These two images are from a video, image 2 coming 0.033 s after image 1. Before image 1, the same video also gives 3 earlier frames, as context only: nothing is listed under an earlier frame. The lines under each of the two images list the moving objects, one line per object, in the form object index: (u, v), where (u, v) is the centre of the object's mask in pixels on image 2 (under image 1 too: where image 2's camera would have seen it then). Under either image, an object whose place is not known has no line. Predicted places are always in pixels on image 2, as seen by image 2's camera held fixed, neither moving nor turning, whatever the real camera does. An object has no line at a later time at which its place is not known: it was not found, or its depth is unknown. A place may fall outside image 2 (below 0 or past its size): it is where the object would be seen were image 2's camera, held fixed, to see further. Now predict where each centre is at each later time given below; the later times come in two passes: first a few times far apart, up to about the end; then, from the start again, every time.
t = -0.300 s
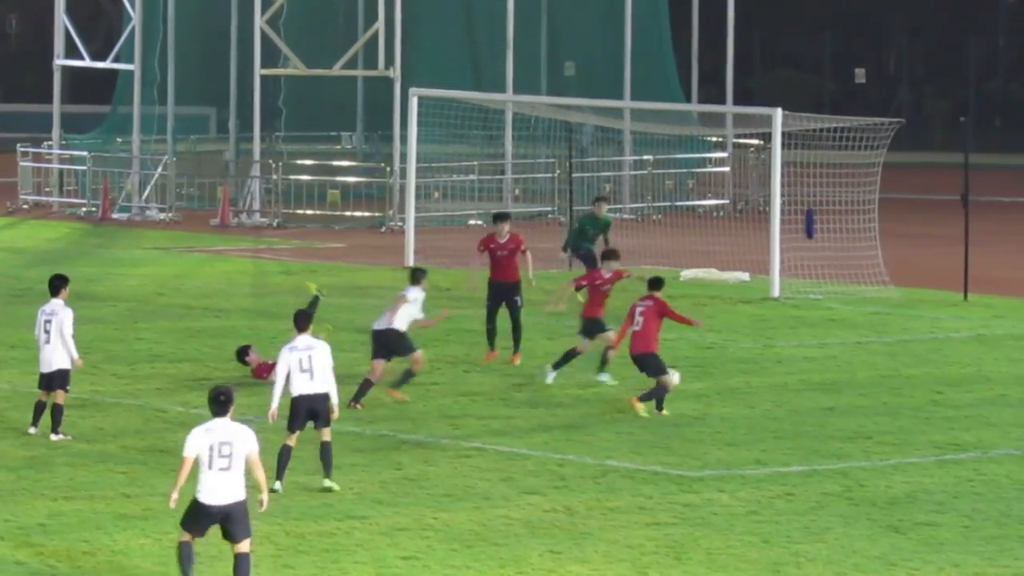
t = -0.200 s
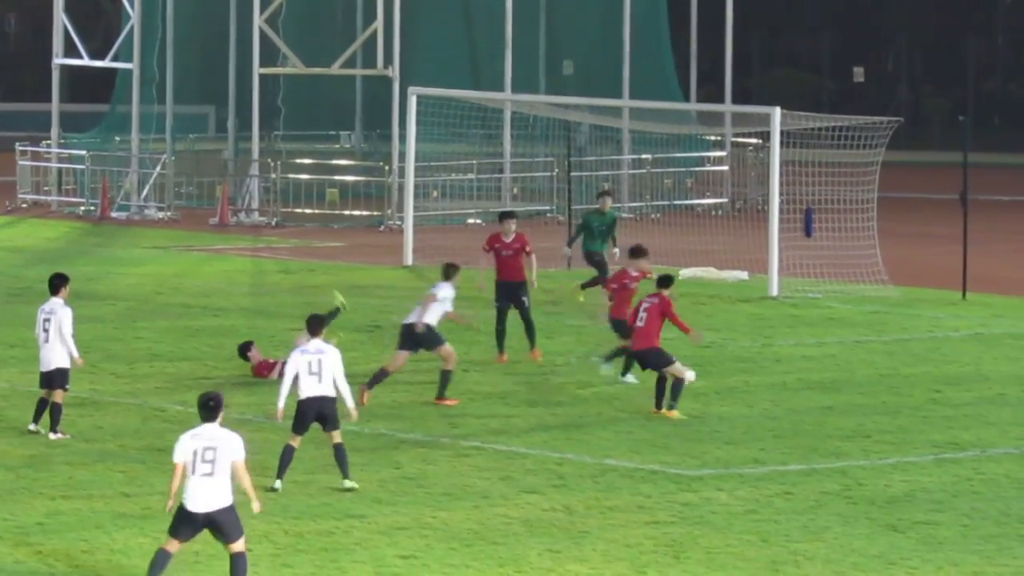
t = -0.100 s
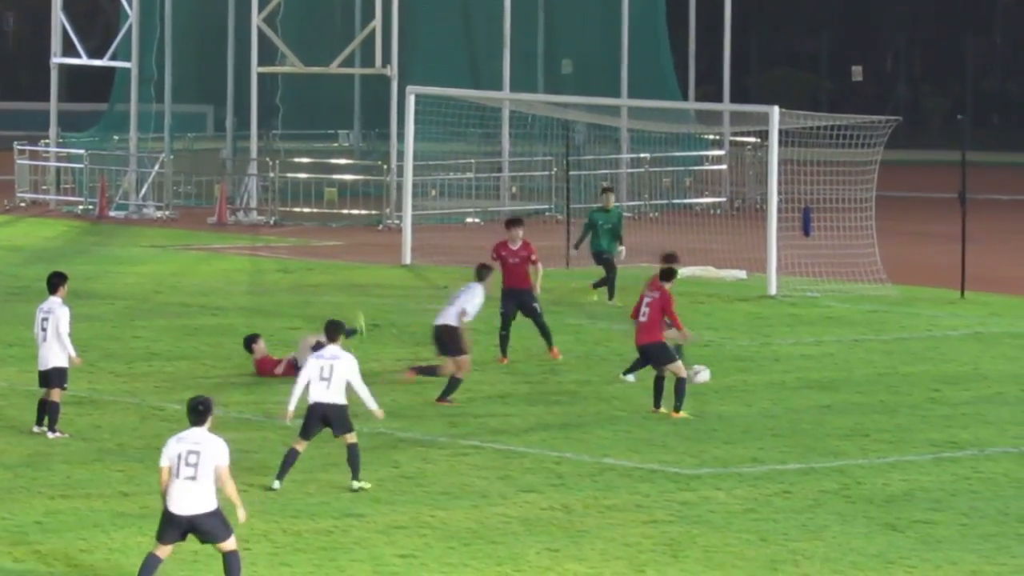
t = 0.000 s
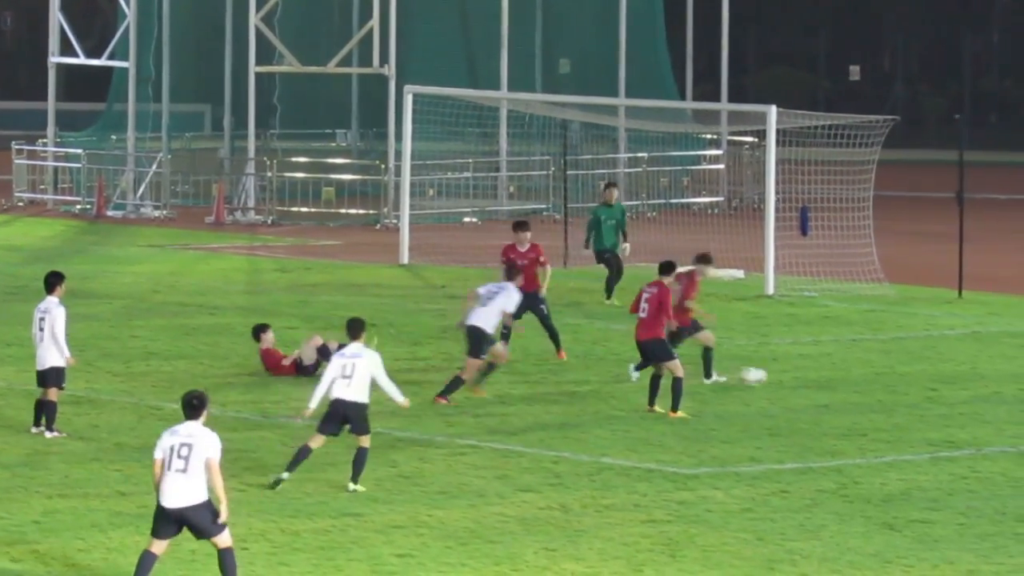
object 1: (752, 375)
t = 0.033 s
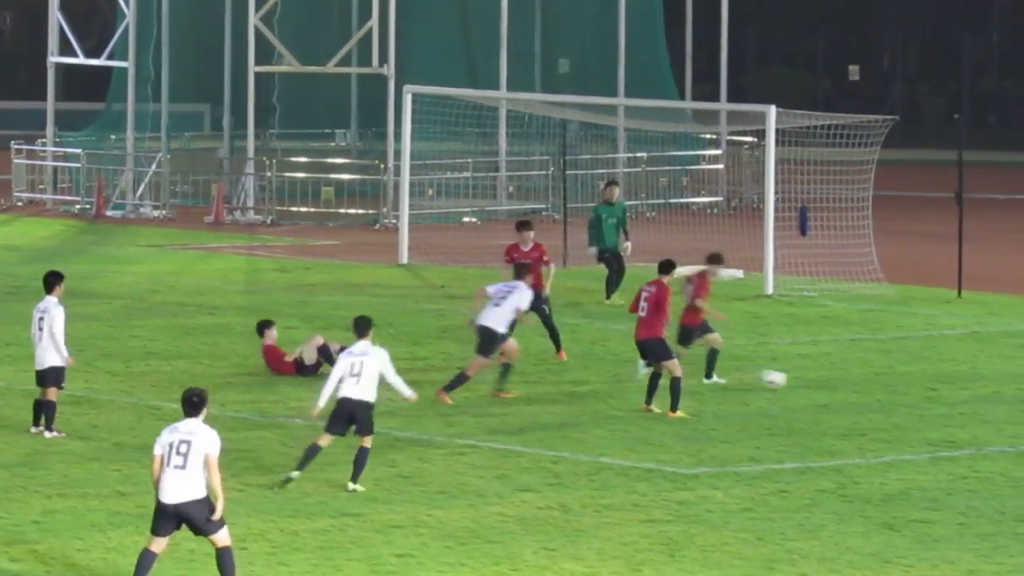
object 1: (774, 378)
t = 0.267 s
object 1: (906, 391)
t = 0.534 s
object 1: (1032, 402)
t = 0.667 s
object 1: (1090, 408)
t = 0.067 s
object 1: (794, 382)
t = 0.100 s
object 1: (816, 385)
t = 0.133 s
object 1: (833, 386)
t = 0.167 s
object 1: (851, 386)
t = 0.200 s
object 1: (870, 387)
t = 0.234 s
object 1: (888, 388)
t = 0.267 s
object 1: (906, 391)
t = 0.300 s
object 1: (924, 394)
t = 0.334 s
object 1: (940, 394)
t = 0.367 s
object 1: (956, 395)
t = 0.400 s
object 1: (972, 396)
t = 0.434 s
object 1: (987, 398)
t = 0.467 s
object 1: (1003, 400)
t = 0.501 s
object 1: (1017, 401)
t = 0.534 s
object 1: (1032, 402)
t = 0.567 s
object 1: (1047, 403)
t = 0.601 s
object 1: (1060, 405)
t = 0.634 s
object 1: (1076, 407)
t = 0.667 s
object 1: (1090, 408)
